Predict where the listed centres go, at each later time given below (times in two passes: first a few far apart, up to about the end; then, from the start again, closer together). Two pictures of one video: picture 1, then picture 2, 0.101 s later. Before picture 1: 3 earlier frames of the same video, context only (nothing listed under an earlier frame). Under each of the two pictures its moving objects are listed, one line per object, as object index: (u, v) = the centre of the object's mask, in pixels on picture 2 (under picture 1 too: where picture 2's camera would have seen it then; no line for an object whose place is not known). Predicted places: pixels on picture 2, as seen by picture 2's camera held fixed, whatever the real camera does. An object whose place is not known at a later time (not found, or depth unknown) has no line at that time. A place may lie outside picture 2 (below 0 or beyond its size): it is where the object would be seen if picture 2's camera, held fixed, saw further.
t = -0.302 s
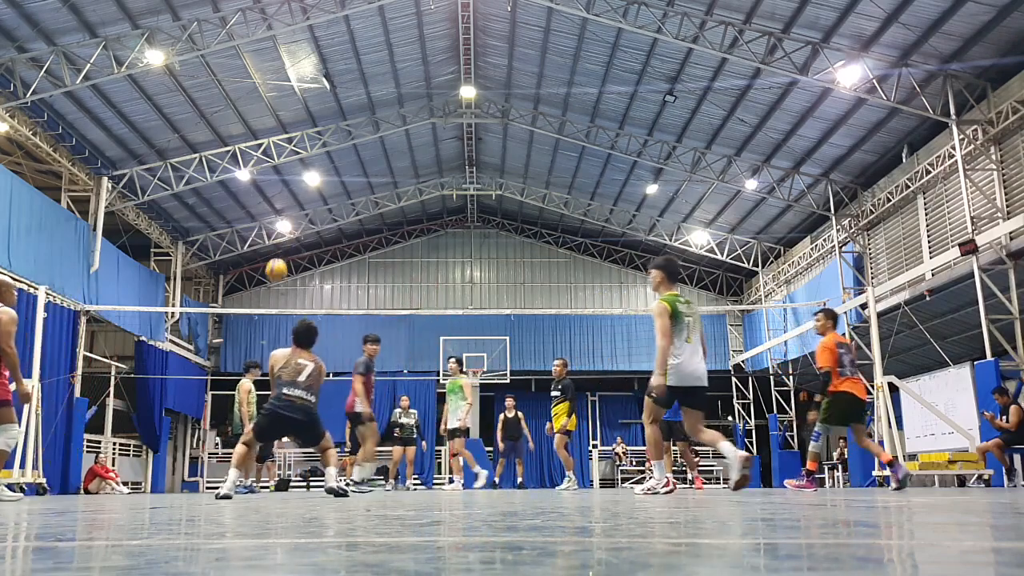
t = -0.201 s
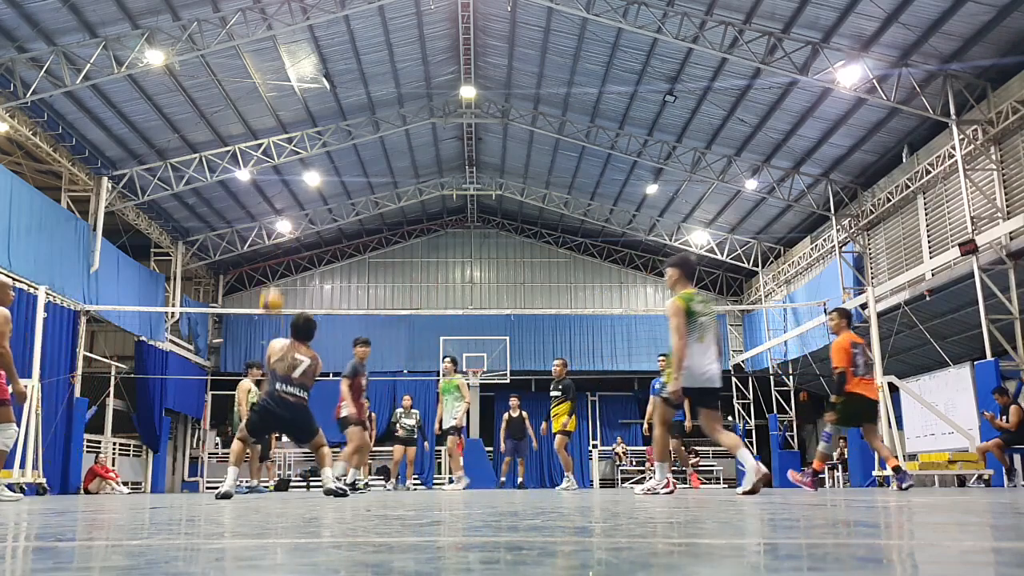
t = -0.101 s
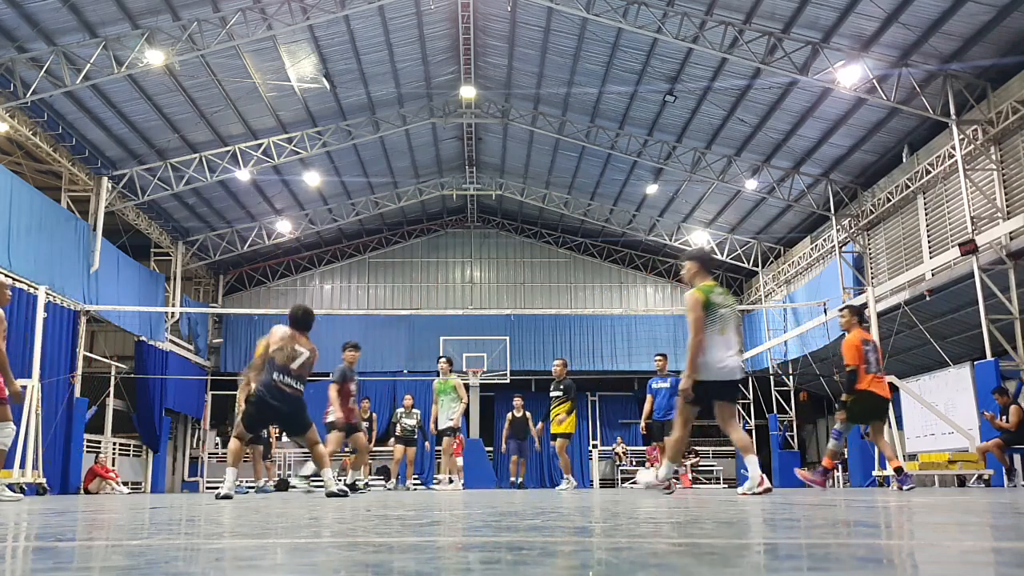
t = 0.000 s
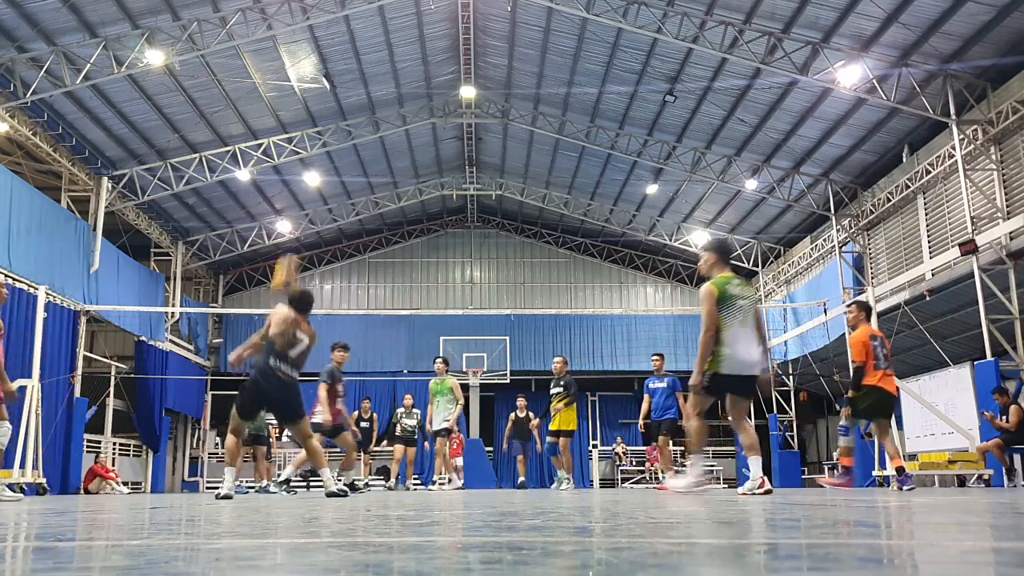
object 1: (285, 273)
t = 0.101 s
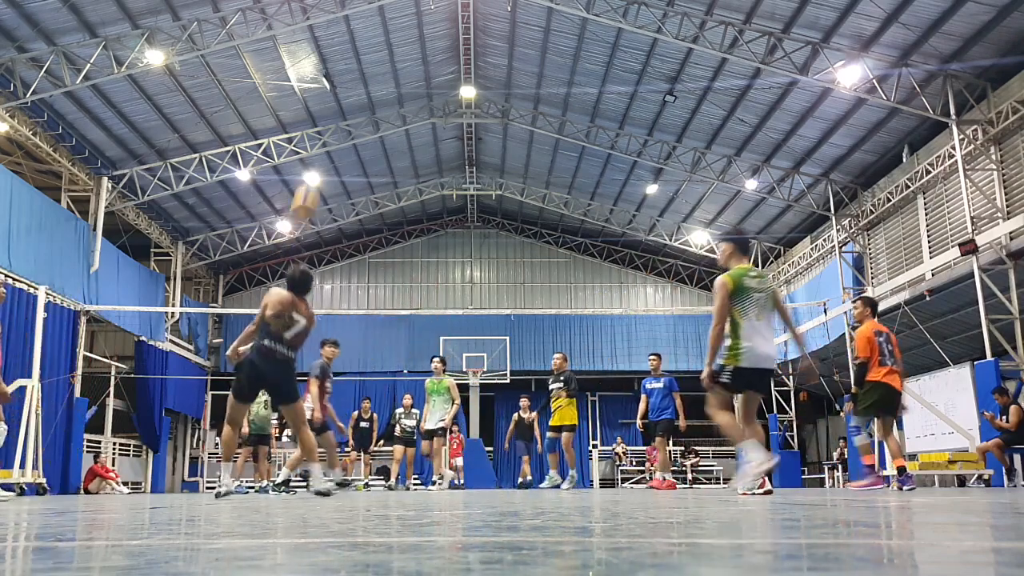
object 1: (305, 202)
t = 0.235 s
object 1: (327, 131)
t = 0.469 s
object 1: (363, 65)
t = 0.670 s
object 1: (389, 52)
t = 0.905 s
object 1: (417, 84)
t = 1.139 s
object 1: (443, 160)
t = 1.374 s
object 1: (465, 275)
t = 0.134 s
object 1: (312, 181)
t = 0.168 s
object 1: (317, 161)
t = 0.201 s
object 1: (323, 146)
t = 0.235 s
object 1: (327, 131)
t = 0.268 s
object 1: (333, 116)
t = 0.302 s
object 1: (337, 105)
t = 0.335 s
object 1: (344, 95)
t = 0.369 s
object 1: (348, 85)
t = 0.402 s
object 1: (354, 77)
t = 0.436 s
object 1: (359, 70)
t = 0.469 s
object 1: (363, 65)
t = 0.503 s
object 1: (367, 59)
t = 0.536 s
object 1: (372, 56)
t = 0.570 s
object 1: (377, 54)
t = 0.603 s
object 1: (381, 52)
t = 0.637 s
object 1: (385, 52)
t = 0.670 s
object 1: (389, 52)
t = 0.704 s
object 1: (393, 54)
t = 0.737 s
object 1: (397, 57)
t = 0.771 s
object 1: (401, 60)
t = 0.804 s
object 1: (406, 65)
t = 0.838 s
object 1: (410, 70)
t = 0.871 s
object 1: (414, 76)
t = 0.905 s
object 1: (417, 84)
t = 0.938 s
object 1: (421, 91)
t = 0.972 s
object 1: (425, 102)
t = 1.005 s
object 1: (428, 111)
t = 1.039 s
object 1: (432, 122)
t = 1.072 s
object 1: (436, 134)
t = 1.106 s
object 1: (439, 146)
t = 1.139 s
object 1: (443, 160)
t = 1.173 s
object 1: (446, 175)
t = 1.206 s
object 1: (450, 190)
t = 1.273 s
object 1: (456, 220)
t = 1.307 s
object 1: (459, 238)
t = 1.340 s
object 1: (463, 256)
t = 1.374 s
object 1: (465, 275)
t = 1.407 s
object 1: (468, 296)
